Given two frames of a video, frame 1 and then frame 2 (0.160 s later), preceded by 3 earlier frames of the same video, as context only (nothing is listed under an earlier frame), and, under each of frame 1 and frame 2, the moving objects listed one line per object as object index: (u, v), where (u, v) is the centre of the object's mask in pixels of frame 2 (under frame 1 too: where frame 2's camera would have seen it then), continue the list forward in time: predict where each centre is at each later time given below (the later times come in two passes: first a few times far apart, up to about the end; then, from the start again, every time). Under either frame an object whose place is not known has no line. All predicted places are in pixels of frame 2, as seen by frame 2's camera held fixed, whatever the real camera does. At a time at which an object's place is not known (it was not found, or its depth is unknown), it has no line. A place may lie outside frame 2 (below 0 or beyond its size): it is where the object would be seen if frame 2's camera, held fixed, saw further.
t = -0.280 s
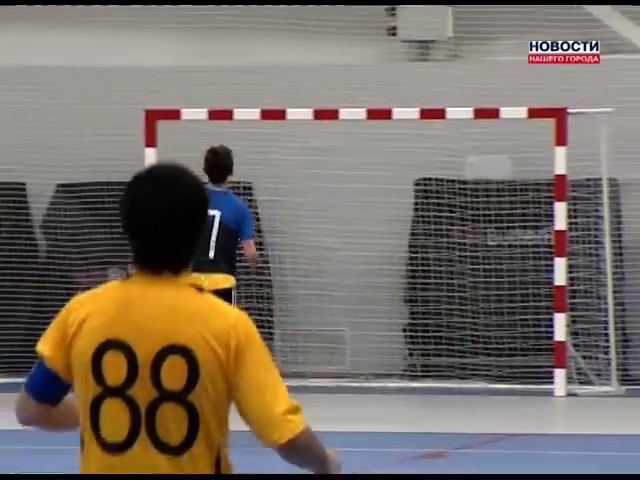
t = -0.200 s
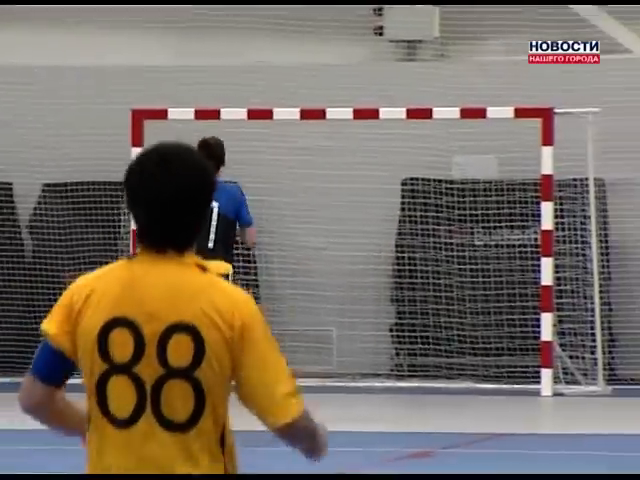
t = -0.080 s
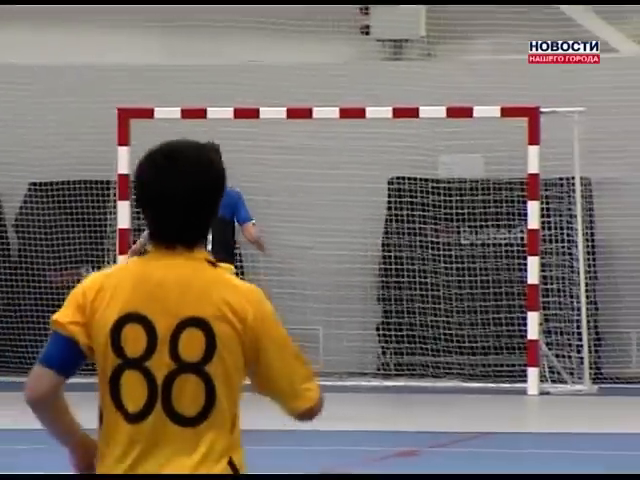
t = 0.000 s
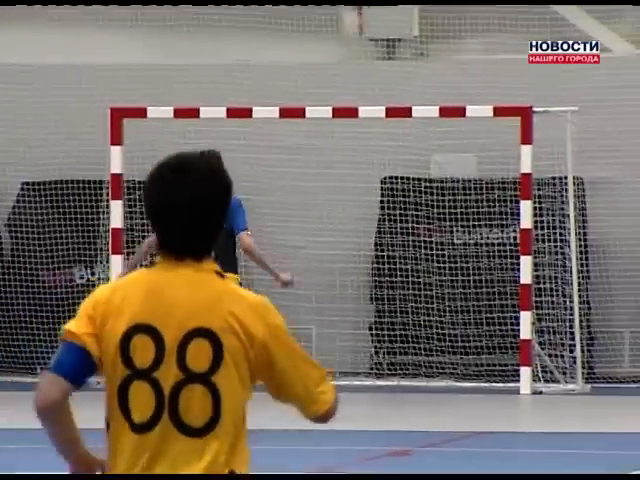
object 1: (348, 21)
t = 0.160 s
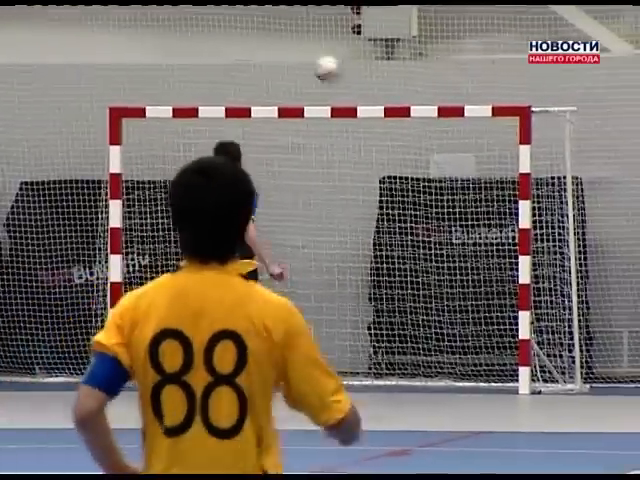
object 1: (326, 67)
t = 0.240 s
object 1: (307, 54)
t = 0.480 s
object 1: (236, 61)
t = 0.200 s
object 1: (317, 60)
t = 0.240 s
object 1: (307, 54)
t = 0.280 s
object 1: (295, 49)
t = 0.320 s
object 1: (284, 47)
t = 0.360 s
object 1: (273, 48)
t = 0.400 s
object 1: (261, 50)
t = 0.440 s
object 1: (249, 54)
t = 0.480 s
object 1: (236, 61)
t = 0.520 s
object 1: (226, 70)
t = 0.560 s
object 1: (213, 83)
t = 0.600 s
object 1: (200, 98)
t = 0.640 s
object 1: (188, 113)
